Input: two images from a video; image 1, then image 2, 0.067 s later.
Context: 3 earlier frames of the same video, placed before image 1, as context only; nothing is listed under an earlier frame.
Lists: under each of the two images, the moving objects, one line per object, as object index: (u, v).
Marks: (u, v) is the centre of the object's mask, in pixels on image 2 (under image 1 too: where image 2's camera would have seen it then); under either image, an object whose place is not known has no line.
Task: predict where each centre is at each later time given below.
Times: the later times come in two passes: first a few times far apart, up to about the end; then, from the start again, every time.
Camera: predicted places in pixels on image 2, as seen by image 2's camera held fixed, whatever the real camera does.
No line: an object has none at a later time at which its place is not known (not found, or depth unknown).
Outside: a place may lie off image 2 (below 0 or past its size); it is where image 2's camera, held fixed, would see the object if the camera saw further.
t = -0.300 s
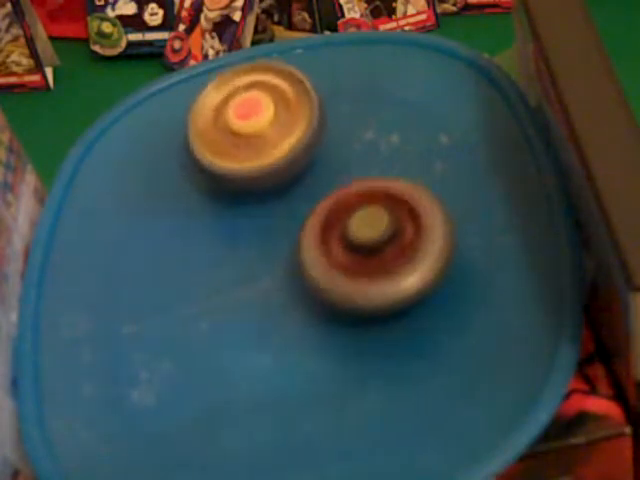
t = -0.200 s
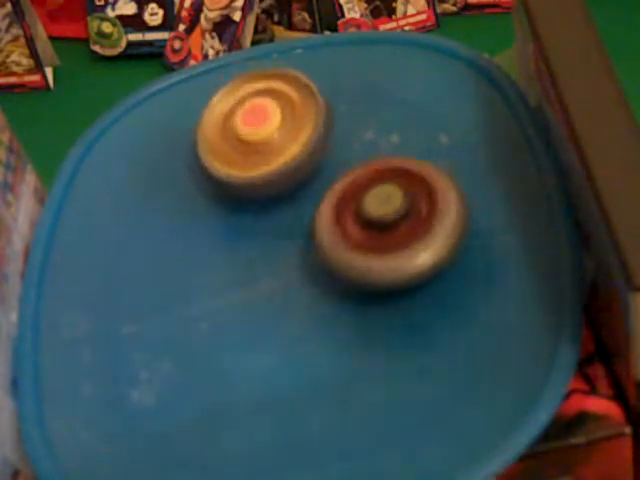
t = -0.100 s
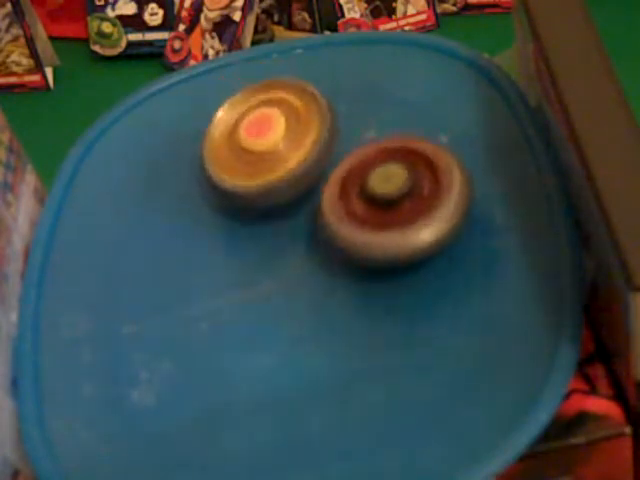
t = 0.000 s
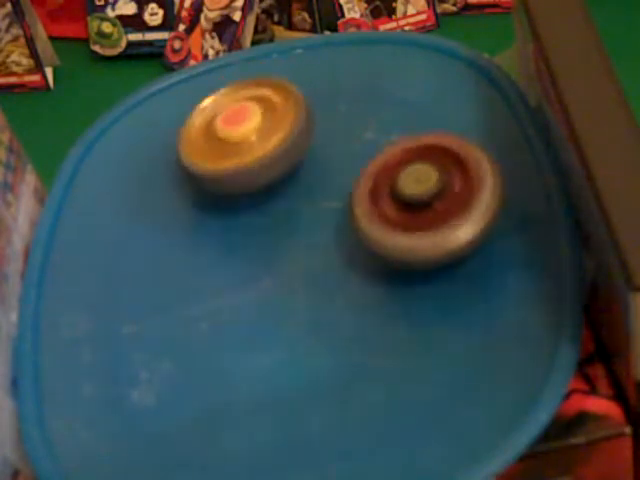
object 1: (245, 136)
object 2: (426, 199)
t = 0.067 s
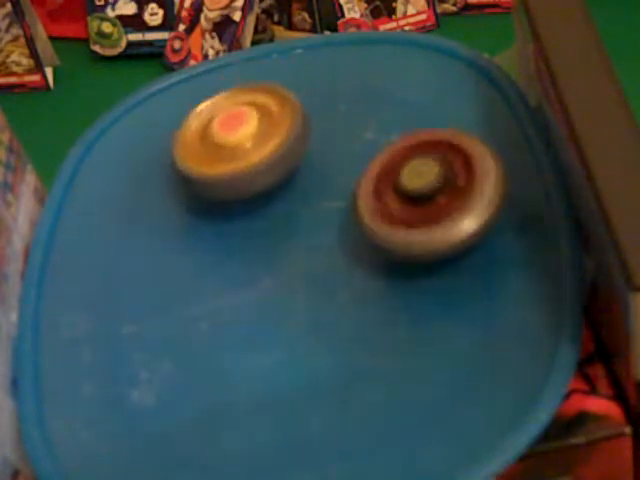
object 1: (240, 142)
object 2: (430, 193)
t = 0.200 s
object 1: (230, 156)
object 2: (423, 186)
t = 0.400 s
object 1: (213, 174)
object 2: (389, 179)
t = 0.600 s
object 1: (187, 182)
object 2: (343, 177)
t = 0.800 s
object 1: (145, 181)
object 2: (360, 170)
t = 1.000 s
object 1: (157, 176)
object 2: (334, 159)
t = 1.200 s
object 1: (124, 164)
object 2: (378, 145)
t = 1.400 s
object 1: (151, 180)
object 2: (385, 132)
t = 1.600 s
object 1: (174, 205)
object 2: (378, 129)
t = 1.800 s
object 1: (186, 237)
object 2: (343, 131)
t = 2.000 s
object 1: (187, 268)
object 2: (292, 142)
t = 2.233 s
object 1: (178, 288)
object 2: (237, 153)
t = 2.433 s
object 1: (170, 294)
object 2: (208, 161)
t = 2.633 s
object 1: (186, 289)
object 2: (208, 166)
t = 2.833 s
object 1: (222, 289)
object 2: (214, 170)
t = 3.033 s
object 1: (260, 298)
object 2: (242, 182)
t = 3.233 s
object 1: (280, 329)
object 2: (281, 189)
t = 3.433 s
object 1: (282, 352)
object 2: (311, 194)
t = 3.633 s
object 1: (265, 356)
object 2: (307, 217)
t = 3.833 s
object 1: (245, 350)
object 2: (288, 218)
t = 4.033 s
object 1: (253, 330)
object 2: (268, 203)
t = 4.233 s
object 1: (288, 306)
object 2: (265, 192)
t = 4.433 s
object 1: (329, 291)
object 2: (282, 187)
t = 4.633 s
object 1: (356, 320)
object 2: (301, 183)
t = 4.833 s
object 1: (364, 343)
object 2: (301, 174)
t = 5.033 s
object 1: (355, 349)
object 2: (277, 192)
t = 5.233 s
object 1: (345, 333)
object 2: (245, 212)
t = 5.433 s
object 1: (335, 294)
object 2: (215, 207)
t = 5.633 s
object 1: (349, 275)
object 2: (219, 204)
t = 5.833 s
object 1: (367, 264)
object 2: (239, 218)
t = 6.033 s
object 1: (389, 275)
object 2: (235, 208)
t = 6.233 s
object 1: (377, 278)
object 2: (254, 217)
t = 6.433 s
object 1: (378, 277)
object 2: (248, 214)
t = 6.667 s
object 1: (399, 261)
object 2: (251, 230)
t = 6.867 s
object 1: (401, 263)
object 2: (248, 238)
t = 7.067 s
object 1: (423, 283)
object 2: (243, 226)
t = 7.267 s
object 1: (422, 260)
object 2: (258, 225)
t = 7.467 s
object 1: (400, 250)
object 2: (259, 220)
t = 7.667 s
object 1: (394, 249)
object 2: (235, 204)
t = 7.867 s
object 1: (356, 269)
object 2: (257, 176)
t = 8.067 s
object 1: (327, 269)
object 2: (307, 158)
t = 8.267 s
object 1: (258, 290)
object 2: (330, 113)
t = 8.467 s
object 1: (271, 277)
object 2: (285, 135)
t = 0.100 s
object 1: (238, 145)
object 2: (430, 192)
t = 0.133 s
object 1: (235, 149)
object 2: (428, 190)
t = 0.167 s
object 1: (233, 152)
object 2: (425, 188)
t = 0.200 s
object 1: (230, 156)
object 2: (423, 186)
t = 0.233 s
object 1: (227, 159)
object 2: (420, 184)
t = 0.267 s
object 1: (224, 163)
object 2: (417, 183)
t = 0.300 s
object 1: (222, 165)
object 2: (413, 182)
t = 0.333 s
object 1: (218, 169)
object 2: (406, 181)
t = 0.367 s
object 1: (216, 171)
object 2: (398, 180)
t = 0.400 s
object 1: (213, 174)
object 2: (389, 179)
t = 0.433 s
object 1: (211, 177)
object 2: (378, 178)
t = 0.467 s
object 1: (208, 179)
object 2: (368, 177)
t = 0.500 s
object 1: (205, 180)
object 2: (358, 177)
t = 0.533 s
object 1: (197, 181)
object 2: (356, 177)
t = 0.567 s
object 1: (194, 181)
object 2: (350, 178)
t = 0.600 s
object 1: (187, 182)
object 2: (343, 177)
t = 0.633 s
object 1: (163, 181)
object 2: (357, 176)
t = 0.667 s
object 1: (152, 180)
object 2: (366, 176)
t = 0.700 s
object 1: (150, 180)
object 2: (367, 175)
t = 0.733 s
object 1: (148, 181)
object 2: (366, 173)
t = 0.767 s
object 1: (146, 181)
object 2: (363, 172)
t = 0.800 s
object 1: (145, 181)
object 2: (360, 170)
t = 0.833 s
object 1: (145, 180)
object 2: (358, 170)
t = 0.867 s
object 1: (146, 178)
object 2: (355, 168)
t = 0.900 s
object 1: (147, 178)
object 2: (350, 165)
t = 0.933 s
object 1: (151, 177)
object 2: (346, 163)
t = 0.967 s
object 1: (154, 176)
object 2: (340, 162)
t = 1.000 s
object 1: (157, 176)
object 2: (334, 159)
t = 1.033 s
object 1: (161, 175)
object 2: (329, 157)
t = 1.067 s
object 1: (166, 175)
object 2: (322, 156)
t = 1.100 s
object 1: (160, 173)
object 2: (325, 154)
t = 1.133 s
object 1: (137, 169)
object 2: (354, 149)
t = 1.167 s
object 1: (125, 166)
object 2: (371, 147)
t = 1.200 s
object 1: (124, 164)
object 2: (378, 145)
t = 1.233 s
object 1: (129, 165)
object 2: (382, 142)
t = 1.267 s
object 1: (133, 168)
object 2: (384, 138)
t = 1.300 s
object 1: (138, 170)
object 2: (385, 135)
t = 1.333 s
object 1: (142, 174)
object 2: (386, 134)
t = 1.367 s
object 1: (146, 177)
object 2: (386, 133)
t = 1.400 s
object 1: (151, 180)
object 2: (385, 132)
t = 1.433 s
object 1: (155, 184)
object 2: (384, 131)
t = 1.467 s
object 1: (159, 187)
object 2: (383, 131)
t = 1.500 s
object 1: (163, 192)
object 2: (382, 130)
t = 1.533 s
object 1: (167, 196)
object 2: (381, 130)
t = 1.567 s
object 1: (171, 200)
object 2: (379, 129)
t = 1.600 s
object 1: (174, 205)
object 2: (378, 129)
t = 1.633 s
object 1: (177, 209)
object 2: (376, 129)
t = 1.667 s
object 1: (180, 214)
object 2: (372, 129)
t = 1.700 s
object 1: (182, 220)
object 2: (367, 129)
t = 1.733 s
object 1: (184, 225)
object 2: (359, 130)
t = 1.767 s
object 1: (185, 231)
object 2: (352, 131)
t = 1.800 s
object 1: (186, 237)
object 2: (343, 131)
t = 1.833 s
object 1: (187, 242)
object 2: (335, 133)
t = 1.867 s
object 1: (187, 248)
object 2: (326, 134)
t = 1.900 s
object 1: (188, 253)
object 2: (318, 136)
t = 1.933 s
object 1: (188, 258)
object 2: (309, 139)
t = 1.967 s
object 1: (187, 263)
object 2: (300, 140)
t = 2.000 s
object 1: (187, 268)
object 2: (292, 142)
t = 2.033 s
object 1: (185, 272)
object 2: (283, 143)
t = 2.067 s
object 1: (185, 276)
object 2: (276, 145)
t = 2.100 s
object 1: (183, 279)
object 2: (269, 147)
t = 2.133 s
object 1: (182, 282)
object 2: (259, 148)
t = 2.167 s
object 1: (181, 285)
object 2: (251, 150)
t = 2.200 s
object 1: (179, 287)
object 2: (244, 151)
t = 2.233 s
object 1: (178, 288)
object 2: (237, 153)
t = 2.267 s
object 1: (176, 290)
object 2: (230, 155)
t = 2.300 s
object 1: (174, 292)
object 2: (222, 157)
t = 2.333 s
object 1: (172, 292)
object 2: (217, 159)
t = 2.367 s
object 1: (171, 293)
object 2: (213, 160)
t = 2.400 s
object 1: (171, 294)
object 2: (210, 161)
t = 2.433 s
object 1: (170, 294)
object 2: (208, 161)
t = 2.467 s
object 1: (170, 293)
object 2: (207, 162)
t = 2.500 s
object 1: (172, 291)
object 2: (207, 163)
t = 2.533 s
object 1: (175, 291)
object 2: (207, 164)
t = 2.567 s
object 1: (178, 290)
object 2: (207, 165)
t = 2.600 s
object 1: (181, 290)
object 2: (207, 165)
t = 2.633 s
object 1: (186, 289)
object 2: (208, 166)
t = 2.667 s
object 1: (190, 289)
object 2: (208, 165)
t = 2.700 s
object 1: (196, 288)
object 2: (209, 166)
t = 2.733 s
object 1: (202, 288)
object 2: (210, 166)
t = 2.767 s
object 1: (208, 288)
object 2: (211, 167)
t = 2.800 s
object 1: (214, 288)
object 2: (213, 169)
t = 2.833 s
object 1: (222, 289)
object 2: (214, 170)
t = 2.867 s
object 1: (228, 289)
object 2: (217, 173)
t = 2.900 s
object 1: (235, 289)
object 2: (221, 175)
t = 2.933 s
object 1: (242, 290)
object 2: (226, 178)
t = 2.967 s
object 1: (246, 296)
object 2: (232, 180)
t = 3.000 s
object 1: (252, 298)
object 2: (237, 180)
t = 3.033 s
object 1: (260, 298)
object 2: (242, 182)
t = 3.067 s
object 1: (266, 300)
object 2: (247, 184)
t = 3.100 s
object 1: (271, 301)
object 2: (251, 186)
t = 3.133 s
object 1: (275, 303)
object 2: (257, 188)
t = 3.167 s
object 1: (280, 306)
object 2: (263, 191)
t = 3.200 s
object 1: (281, 312)
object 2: (270, 192)
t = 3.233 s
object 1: (280, 329)
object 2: (281, 189)
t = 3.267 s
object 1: (282, 338)
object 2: (290, 183)
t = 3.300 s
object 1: (282, 342)
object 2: (296, 183)
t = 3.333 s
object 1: (282, 343)
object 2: (302, 185)
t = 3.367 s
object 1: (283, 346)
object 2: (305, 188)
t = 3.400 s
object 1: (283, 349)
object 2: (309, 192)
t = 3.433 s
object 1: (282, 352)
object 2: (311, 194)
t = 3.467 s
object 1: (280, 354)
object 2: (313, 198)
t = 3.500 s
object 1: (277, 356)
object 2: (313, 201)
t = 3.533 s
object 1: (274, 357)
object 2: (313, 205)
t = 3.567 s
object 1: (271, 357)
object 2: (312, 209)
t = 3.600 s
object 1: (267, 357)
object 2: (310, 213)
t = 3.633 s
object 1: (265, 356)
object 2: (307, 217)
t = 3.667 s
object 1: (263, 354)
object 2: (303, 223)
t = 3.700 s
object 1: (260, 351)
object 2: (299, 226)
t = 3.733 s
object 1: (254, 356)
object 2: (297, 227)
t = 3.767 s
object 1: (246, 359)
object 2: (296, 219)
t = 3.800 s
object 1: (243, 355)
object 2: (293, 218)
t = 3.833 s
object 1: (245, 350)
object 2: (288, 218)
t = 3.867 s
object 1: (247, 345)
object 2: (283, 218)
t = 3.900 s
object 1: (247, 341)
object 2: (278, 217)
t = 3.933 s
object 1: (247, 340)
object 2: (274, 215)
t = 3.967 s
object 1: (246, 339)
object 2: (273, 209)
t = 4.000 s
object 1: (247, 335)
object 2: (270, 206)
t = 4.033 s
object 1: (253, 330)
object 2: (268, 203)
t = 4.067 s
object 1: (257, 325)
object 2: (268, 200)
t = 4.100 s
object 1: (263, 321)
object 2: (267, 198)
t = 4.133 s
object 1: (269, 317)
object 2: (267, 196)
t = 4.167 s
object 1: (274, 313)
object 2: (266, 194)
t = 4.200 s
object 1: (282, 309)
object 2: (265, 193)
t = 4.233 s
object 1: (288, 306)
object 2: (265, 192)
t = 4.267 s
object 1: (295, 302)
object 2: (267, 190)
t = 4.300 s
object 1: (303, 300)
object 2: (269, 189)
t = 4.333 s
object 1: (309, 297)
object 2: (272, 187)
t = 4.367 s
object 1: (316, 295)
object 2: (276, 187)
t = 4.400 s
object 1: (324, 293)
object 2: (278, 188)
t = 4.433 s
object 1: (329, 291)
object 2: (282, 187)
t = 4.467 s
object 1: (335, 290)
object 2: (285, 188)
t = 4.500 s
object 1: (342, 289)
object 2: (288, 189)
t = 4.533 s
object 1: (348, 290)
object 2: (290, 190)
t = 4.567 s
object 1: (352, 292)
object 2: (294, 191)
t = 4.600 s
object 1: (354, 299)
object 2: (297, 191)
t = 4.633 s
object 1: (356, 320)
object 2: (301, 183)
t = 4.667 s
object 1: (356, 333)
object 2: (302, 173)
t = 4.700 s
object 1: (355, 338)
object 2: (303, 168)
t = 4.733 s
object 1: (358, 343)
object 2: (305, 168)
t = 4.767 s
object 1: (360, 343)
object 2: (304, 171)
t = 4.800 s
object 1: (362, 344)
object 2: (303, 172)
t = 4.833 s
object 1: (364, 343)
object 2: (301, 174)
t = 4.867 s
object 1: (364, 345)
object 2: (298, 176)
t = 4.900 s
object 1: (364, 346)
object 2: (295, 180)
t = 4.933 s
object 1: (362, 348)
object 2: (291, 181)
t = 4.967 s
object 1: (361, 349)
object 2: (287, 186)
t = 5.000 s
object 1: (358, 350)
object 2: (281, 189)
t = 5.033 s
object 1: (355, 349)
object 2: (277, 192)
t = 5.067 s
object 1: (353, 349)
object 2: (272, 196)
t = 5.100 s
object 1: (350, 347)
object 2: (266, 198)
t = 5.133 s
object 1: (348, 344)
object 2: (260, 203)
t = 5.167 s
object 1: (347, 341)
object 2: (254, 206)
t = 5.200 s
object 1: (346, 337)
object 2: (249, 210)
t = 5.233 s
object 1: (345, 333)
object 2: (245, 212)
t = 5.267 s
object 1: (344, 328)
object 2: (241, 216)
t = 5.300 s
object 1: (342, 319)
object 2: (235, 219)
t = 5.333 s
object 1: (338, 308)
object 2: (230, 223)
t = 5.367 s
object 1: (331, 297)
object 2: (225, 224)
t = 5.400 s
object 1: (333, 295)
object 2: (220, 216)
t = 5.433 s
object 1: (335, 294)
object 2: (215, 207)
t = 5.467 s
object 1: (335, 292)
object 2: (215, 202)
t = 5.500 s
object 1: (337, 288)
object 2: (217, 201)
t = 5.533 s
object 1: (340, 283)
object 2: (219, 202)
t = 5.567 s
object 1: (344, 281)
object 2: (219, 203)
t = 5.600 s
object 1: (346, 278)
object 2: (218, 204)
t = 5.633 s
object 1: (349, 275)
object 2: (219, 204)
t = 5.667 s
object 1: (352, 272)
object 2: (221, 206)
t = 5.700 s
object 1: (355, 271)
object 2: (224, 207)
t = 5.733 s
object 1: (357, 268)
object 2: (228, 210)
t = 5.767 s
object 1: (360, 266)
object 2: (231, 212)
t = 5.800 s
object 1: (363, 265)
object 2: (235, 214)
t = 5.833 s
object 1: (367, 264)
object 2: (239, 218)
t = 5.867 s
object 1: (373, 266)
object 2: (239, 217)
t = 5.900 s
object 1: (390, 273)
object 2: (230, 208)
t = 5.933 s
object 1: (393, 278)
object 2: (229, 204)
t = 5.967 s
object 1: (391, 278)
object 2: (234, 204)
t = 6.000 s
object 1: (389, 276)
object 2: (235, 208)
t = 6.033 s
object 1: (389, 275)
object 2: (235, 208)
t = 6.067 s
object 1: (387, 275)
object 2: (238, 208)
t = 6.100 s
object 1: (387, 276)
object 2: (240, 209)
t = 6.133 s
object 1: (384, 277)
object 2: (244, 211)
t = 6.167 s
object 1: (382, 278)
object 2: (247, 214)
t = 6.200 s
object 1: (380, 278)
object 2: (249, 215)
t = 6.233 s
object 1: (377, 278)
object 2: (254, 217)
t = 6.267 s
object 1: (377, 278)
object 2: (255, 219)
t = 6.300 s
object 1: (383, 283)
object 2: (250, 215)
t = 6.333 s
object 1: (383, 285)
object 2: (248, 211)
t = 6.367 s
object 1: (379, 284)
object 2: (249, 212)
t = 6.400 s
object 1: (379, 280)
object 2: (248, 213)
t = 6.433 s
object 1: (378, 277)
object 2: (248, 214)
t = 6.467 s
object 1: (378, 275)
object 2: (250, 216)
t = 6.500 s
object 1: (379, 273)
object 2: (250, 219)
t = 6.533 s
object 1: (378, 269)
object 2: (250, 223)
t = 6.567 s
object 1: (380, 266)
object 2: (250, 225)
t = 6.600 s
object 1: (380, 263)
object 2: (251, 228)
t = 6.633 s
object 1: (387, 260)
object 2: (251, 231)
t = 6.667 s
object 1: (399, 261)
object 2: (251, 230)
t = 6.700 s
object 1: (405, 260)
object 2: (248, 228)
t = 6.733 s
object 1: (406, 260)
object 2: (250, 229)
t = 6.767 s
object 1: (403, 258)
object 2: (252, 232)
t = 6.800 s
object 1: (400, 259)
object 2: (252, 237)
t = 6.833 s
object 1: (399, 259)
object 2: (251, 240)
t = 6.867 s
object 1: (401, 263)
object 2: (248, 238)
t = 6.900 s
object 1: (398, 263)
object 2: (251, 237)
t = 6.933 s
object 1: (400, 266)
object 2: (248, 237)
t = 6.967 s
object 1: (412, 271)
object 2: (239, 230)
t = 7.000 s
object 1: (421, 276)
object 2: (237, 226)
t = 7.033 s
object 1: (426, 279)
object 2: (242, 224)
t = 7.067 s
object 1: (423, 283)
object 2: (243, 226)
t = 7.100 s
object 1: (417, 283)
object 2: (242, 225)
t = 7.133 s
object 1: (413, 279)
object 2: (244, 223)
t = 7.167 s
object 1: (411, 274)
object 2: (248, 223)
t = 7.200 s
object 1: (413, 269)
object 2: (251, 223)
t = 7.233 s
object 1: (419, 262)
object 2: (254, 223)
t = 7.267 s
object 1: (422, 260)
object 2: (258, 225)
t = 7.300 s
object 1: (420, 255)
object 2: (262, 226)
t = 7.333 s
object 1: (414, 253)
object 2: (265, 227)
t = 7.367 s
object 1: (408, 252)
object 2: (267, 229)
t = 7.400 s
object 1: (404, 251)
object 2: (264, 228)
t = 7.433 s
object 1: (401, 253)
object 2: (262, 224)
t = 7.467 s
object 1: (400, 250)
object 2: (259, 220)
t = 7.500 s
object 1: (399, 252)
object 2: (260, 216)
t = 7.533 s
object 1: (396, 248)
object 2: (256, 218)
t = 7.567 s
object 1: (392, 246)
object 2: (255, 218)
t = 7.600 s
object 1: (386, 240)
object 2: (252, 218)
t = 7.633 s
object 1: (395, 240)
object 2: (243, 209)
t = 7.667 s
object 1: (394, 249)
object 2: (235, 204)
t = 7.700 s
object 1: (387, 257)
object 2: (233, 195)
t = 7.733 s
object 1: (376, 259)
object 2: (240, 191)
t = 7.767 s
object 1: (361, 260)
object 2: (250, 190)
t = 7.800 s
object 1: (351, 256)
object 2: (257, 192)
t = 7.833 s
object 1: (355, 264)
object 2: (257, 185)
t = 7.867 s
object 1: (356, 269)
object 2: (257, 176)
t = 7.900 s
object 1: (357, 266)
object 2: (263, 173)
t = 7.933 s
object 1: (354, 264)
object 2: (271, 175)
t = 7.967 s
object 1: (346, 258)
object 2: (278, 173)
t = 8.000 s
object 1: (342, 259)
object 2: (286, 171)
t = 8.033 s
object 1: (340, 263)
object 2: (296, 166)
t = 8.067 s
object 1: (327, 269)
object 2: (307, 158)
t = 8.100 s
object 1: (315, 271)
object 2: (318, 151)
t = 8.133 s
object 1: (299, 276)
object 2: (328, 144)
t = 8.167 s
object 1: (279, 280)
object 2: (336, 135)
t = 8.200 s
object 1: (266, 283)
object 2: (339, 125)
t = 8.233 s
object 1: (260, 286)
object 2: (337, 117)
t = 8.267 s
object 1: (258, 290)
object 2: (330, 113)
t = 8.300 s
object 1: (258, 293)
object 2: (321, 111)
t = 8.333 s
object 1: (258, 293)
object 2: (311, 111)
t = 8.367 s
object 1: (258, 290)
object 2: (302, 114)
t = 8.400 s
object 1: (260, 287)
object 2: (295, 118)
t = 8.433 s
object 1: (263, 283)
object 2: (289, 127)
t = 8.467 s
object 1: (271, 277)
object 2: (285, 135)
